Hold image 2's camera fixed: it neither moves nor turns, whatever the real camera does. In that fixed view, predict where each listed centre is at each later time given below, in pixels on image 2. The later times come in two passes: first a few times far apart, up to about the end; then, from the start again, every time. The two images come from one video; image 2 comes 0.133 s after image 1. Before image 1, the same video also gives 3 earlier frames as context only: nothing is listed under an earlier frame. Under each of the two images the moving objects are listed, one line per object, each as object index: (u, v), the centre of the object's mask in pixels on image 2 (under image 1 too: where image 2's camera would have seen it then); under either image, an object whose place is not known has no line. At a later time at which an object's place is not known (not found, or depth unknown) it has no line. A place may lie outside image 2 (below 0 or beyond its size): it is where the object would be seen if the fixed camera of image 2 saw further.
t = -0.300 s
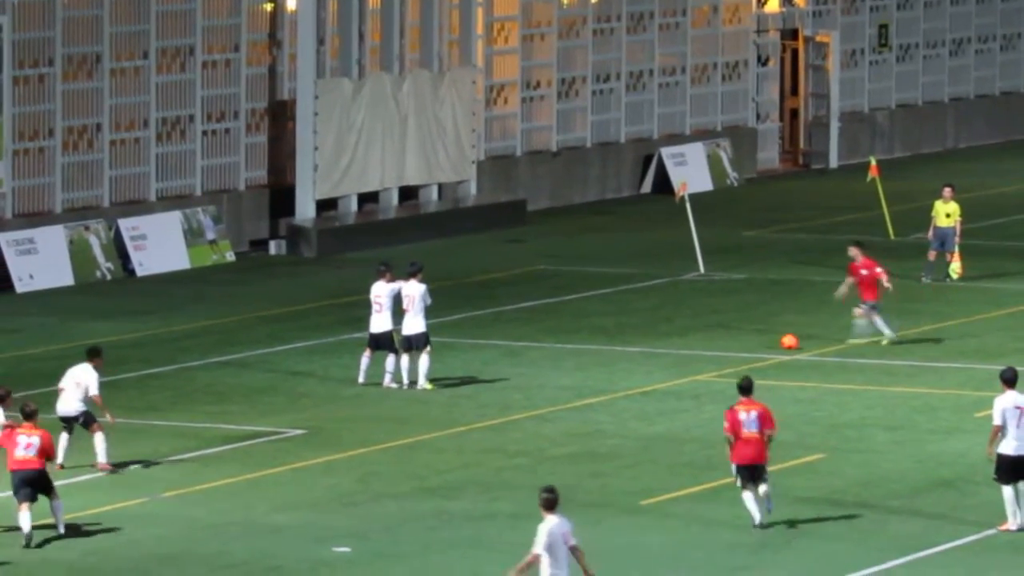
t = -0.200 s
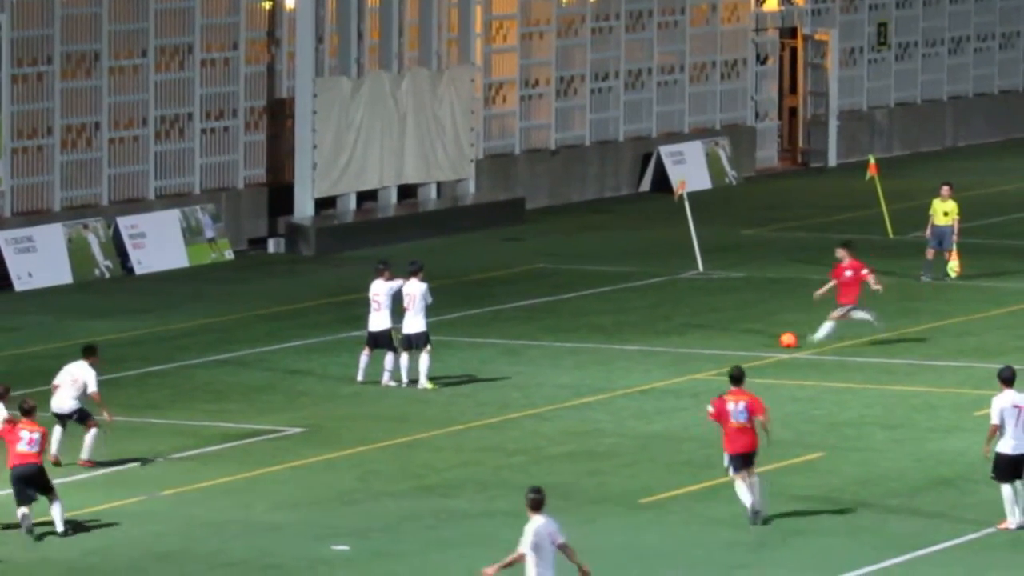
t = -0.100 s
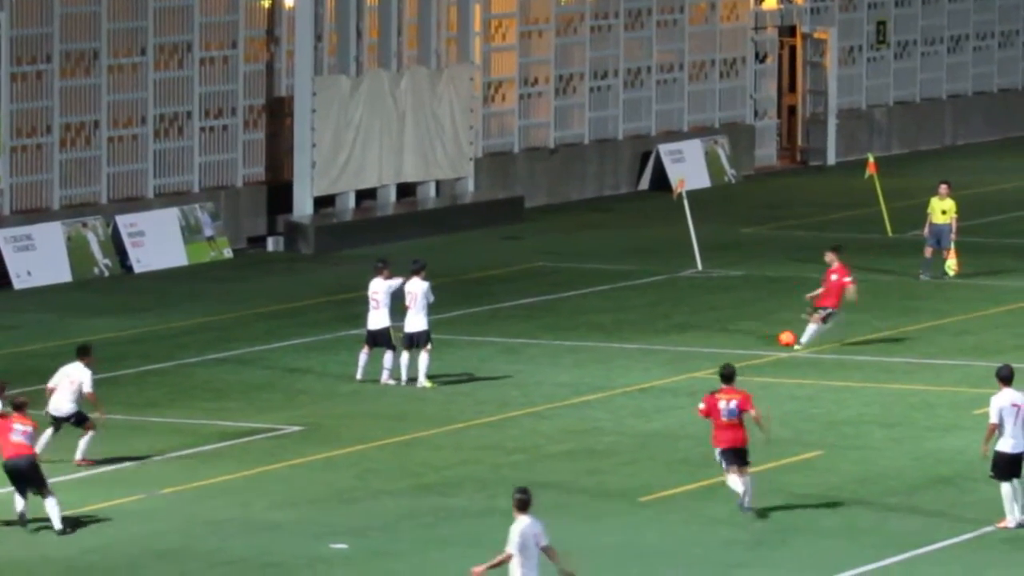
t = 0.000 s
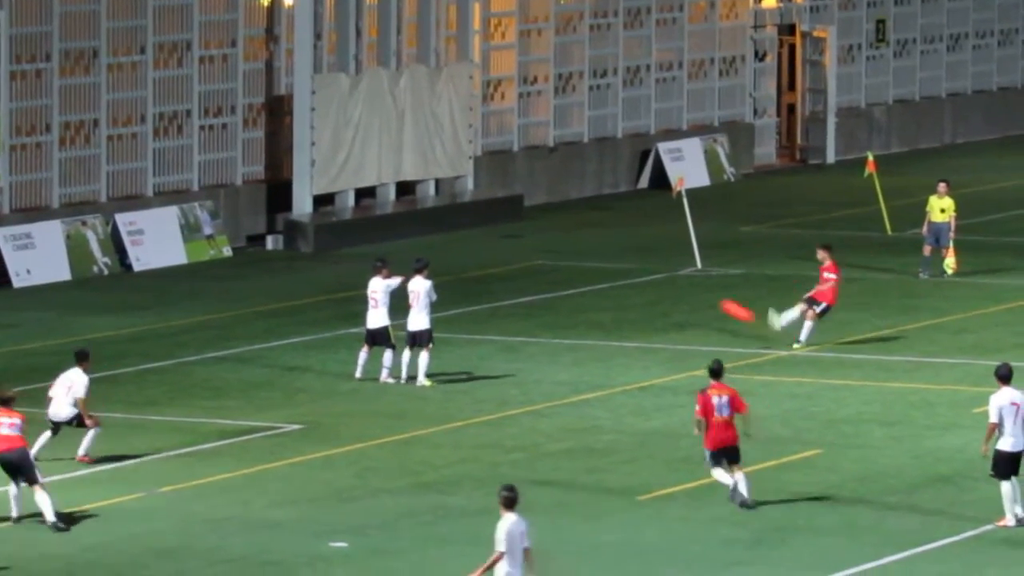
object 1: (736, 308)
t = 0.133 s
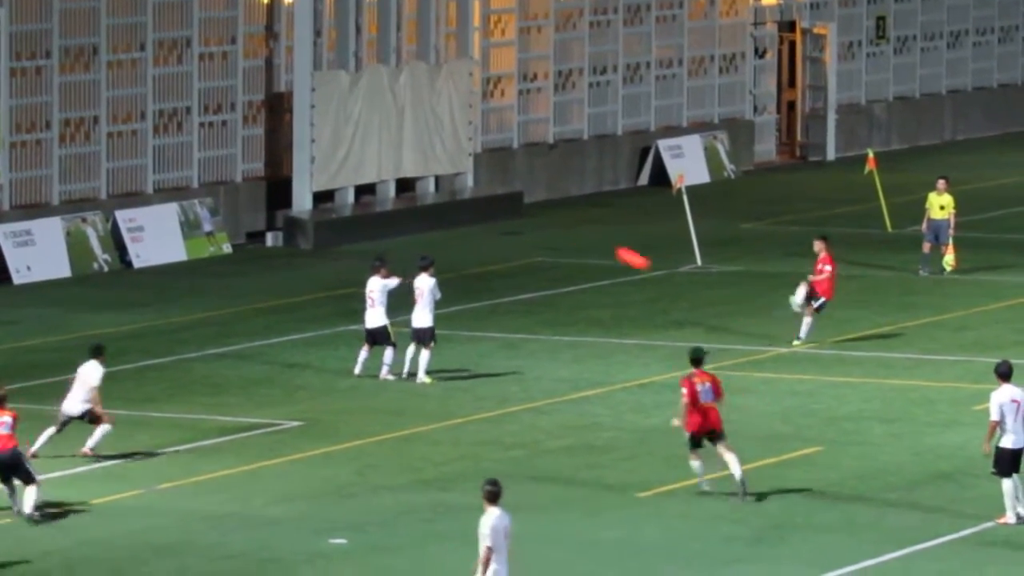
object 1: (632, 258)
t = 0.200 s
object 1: (582, 237)
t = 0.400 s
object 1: (433, 192)
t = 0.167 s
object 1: (606, 247)
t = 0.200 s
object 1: (582, 237)
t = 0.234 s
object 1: (556, 228)
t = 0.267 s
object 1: (532, 219)
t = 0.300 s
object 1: (507, 212)
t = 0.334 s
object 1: (481, 204)
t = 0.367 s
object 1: (456, 197)
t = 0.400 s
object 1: (433, 192)
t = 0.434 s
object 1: (408, 186)
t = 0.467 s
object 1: (382, 181)
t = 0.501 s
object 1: (360, 179)
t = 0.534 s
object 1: (334, 175)
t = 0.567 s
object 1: (309, 172)
